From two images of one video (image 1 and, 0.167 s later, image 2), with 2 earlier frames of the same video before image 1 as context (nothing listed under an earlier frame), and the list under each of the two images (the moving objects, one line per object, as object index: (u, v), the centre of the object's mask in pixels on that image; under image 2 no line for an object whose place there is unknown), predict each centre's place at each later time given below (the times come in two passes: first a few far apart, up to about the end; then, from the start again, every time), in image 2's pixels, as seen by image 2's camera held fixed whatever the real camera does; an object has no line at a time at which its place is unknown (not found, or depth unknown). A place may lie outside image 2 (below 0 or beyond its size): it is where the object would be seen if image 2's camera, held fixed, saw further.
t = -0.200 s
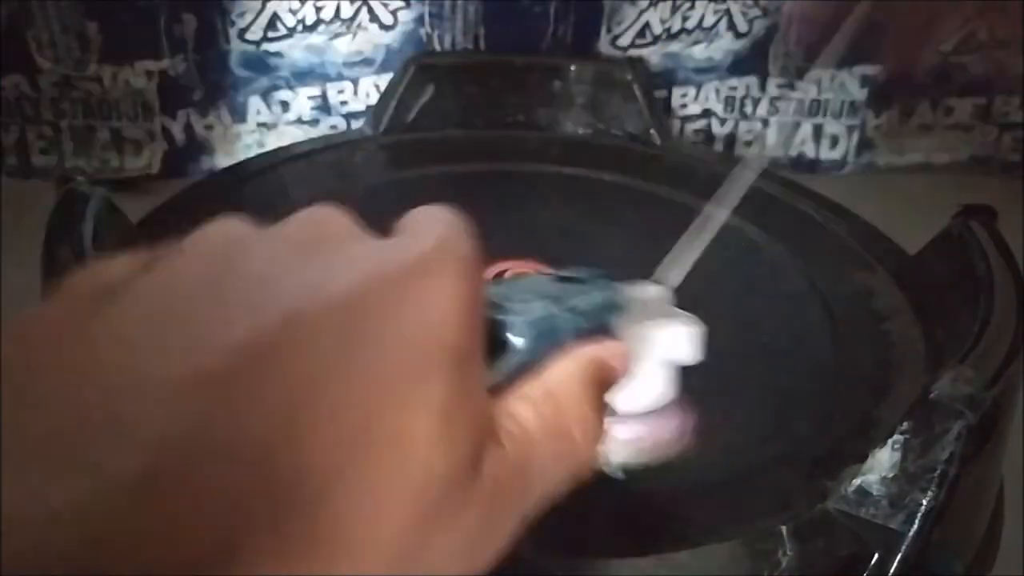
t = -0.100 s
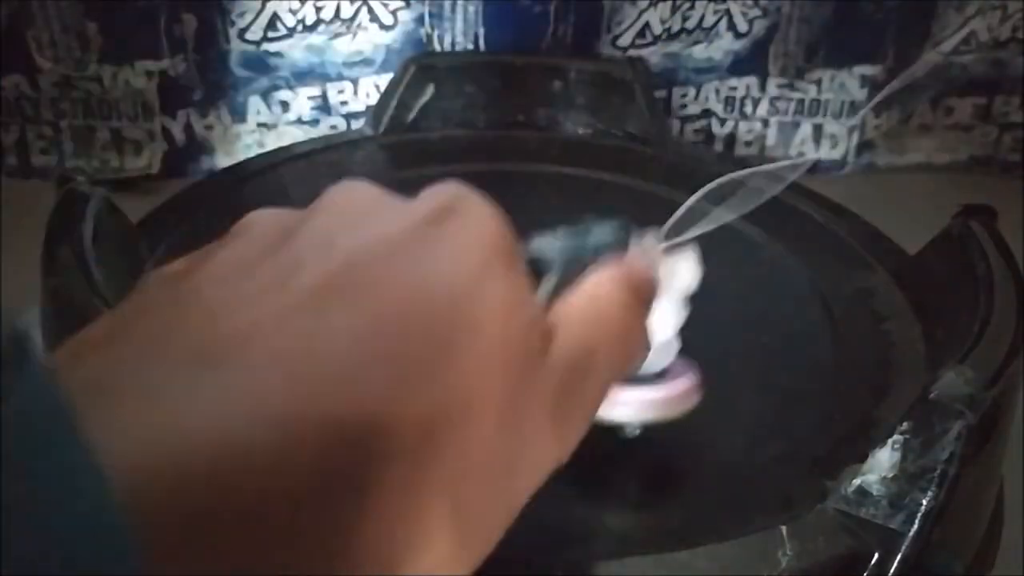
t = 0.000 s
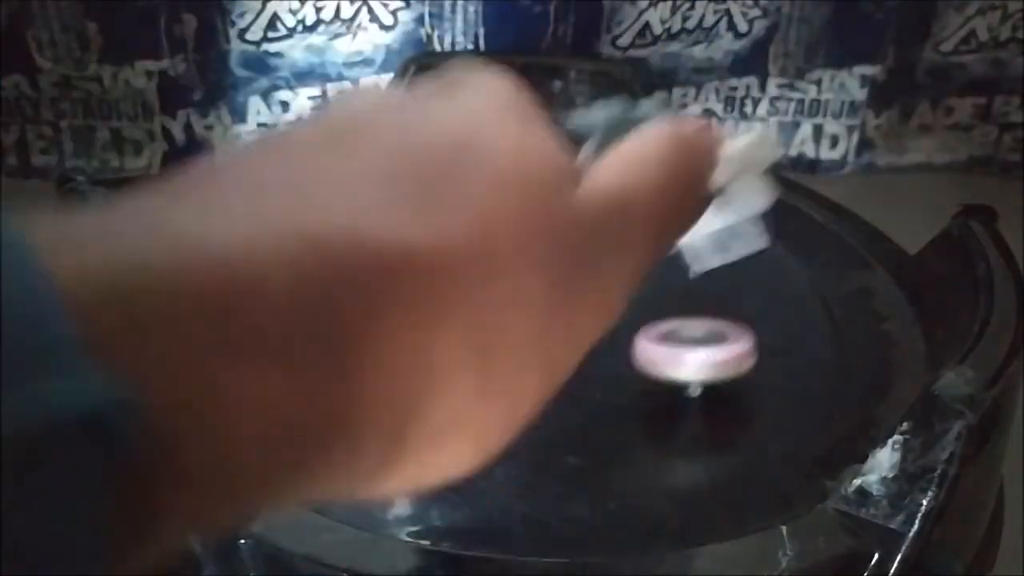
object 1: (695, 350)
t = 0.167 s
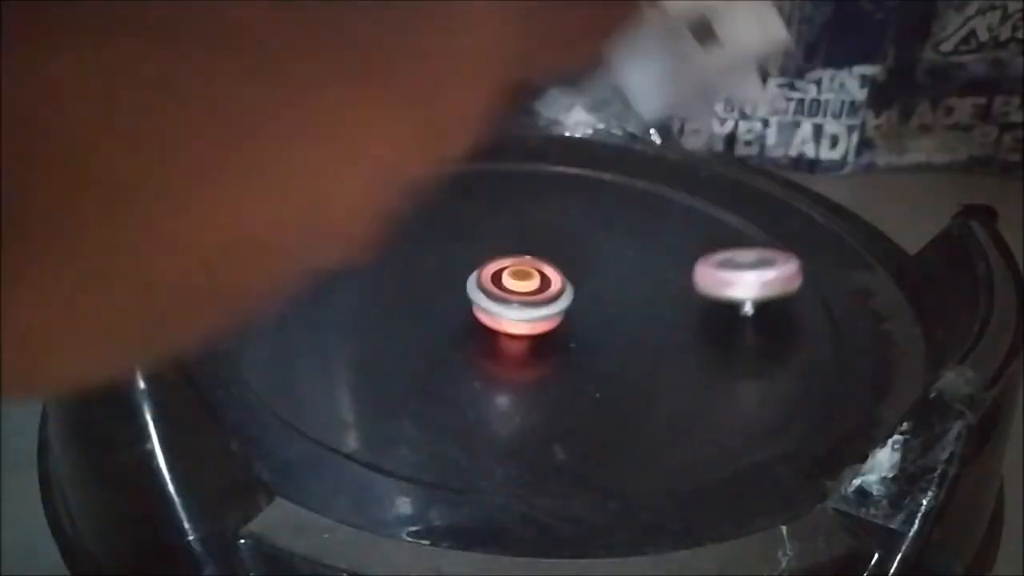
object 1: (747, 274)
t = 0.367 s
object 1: (759, 240)
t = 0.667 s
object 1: (735, 271)
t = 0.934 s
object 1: (682, 292)
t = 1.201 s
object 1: (663, 249)
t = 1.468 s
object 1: (722, 237)
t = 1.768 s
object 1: (576, 366)
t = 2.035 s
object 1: (328, 378)
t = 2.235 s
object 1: (243, 209)
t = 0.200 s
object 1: (752, 264)
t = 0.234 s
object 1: (755, 255)
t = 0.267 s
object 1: (757, 248)
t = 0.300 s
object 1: (758, 243)
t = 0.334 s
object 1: (759, 240)
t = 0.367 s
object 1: (759, 240)
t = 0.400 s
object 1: (759, 239)
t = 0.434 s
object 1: (758, 239)
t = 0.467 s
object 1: (757, 241)
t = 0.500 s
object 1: (756, 244)
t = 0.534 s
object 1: (754, 248)
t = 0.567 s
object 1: (750, 253)
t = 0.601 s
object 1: (746, 259)
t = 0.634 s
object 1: (741, 265)
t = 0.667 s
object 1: (735, 271)
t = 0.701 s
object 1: (729, 277)
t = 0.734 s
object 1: (722, 282)
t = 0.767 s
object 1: (715, 287)
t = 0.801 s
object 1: (708, 290)
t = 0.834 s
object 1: (701, 293)
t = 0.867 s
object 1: (695, 294)
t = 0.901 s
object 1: (689, 293)
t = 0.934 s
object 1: (682, 292)
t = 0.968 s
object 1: (677, 289)
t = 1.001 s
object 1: (672, 284)
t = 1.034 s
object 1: (668, 279)
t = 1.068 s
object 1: (665, 273)
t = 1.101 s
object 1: (662, 267)
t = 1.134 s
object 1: (661, 261)
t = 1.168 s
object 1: (661, 255)
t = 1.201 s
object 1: (663, 249)
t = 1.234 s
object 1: (666, 244)
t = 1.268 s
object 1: (670, 240)
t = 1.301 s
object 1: (676, 237)
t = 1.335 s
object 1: (682, 235)
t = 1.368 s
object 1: (690, 233)
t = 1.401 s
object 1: (699, 233)
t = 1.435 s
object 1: (710, 235)
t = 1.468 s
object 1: (722, 237)
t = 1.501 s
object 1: (736, 242)
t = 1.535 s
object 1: (748, 251)
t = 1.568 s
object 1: (753, 265)
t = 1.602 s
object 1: (747, 281)
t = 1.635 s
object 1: (726, 300)
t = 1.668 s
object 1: (692, 316)
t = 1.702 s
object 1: (643, 329)
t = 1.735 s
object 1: (591, 337)
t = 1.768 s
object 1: (576, 366)
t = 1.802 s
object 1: (558, 390)
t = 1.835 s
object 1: (535, 410)
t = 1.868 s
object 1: (505, 423)
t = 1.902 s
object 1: (468, 430)
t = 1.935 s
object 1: (431, 428)
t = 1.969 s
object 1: (393, 419)
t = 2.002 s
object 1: (358, 401)
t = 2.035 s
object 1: (328, 378)
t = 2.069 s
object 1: (301, 348)
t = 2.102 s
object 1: (282, 312)
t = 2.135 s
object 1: (273, 277)
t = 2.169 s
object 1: (273, 240)
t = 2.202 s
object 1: (246, 222)
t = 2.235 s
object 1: (243, 209)
